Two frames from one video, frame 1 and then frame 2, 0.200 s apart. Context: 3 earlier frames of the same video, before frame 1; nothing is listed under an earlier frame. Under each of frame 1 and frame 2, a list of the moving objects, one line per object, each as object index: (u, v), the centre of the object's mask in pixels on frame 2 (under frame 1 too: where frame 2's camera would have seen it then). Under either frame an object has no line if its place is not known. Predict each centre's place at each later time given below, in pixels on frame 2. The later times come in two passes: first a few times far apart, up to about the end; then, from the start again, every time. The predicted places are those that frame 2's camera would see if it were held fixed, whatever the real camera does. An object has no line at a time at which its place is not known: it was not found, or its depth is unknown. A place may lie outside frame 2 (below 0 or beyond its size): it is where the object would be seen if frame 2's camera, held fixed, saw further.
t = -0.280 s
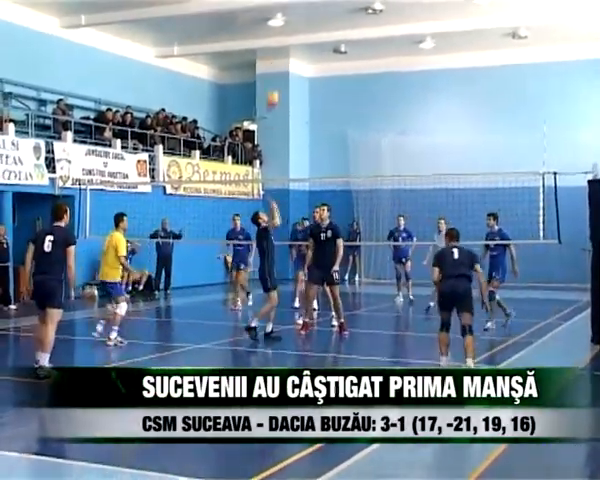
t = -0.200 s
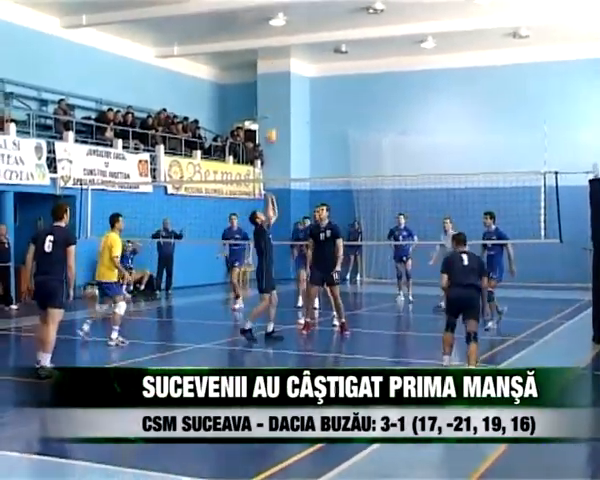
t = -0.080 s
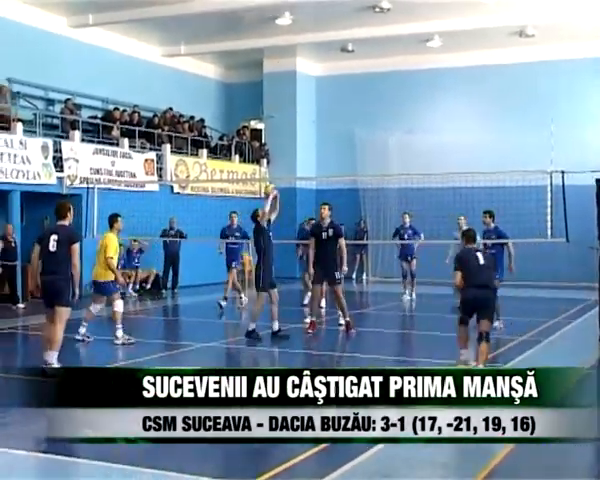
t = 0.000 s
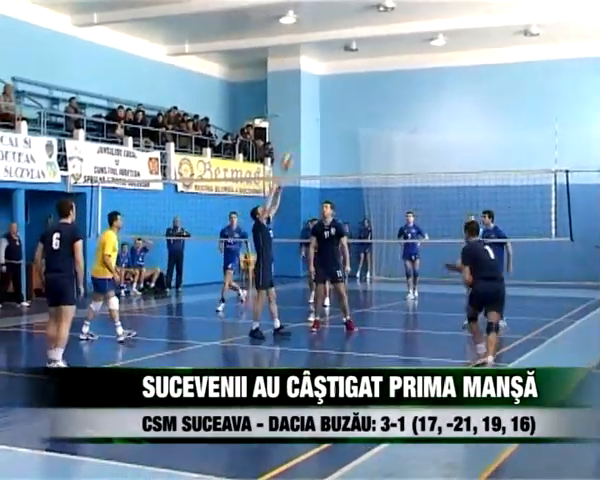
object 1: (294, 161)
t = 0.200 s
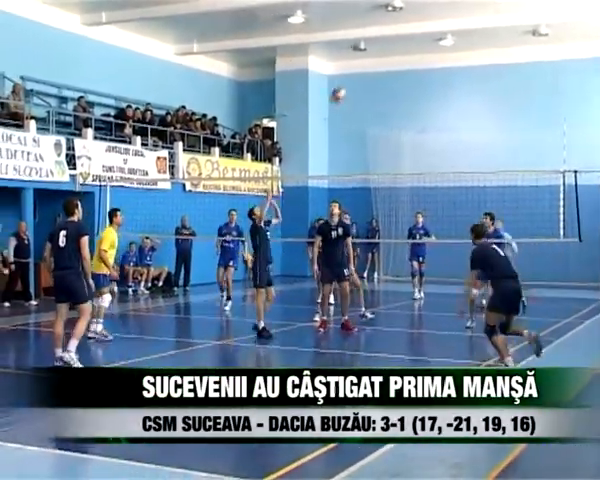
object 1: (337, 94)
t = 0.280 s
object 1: (356, 73)
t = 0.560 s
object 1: (413, 45)
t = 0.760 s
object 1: (452, 58)
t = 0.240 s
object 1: (346, 85)
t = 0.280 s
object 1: (356, 73)
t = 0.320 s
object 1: (363, 67)
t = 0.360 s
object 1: (371, 61)
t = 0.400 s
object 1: (379, 56)
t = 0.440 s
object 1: (387, 52)
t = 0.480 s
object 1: (396, 48)
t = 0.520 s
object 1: (404, 46)
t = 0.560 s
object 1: (413, 45)
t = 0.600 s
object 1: (420, 45)
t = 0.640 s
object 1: (428, 47)
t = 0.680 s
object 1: (437, 49)
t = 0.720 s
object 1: (444, 53)
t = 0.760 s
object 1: (452, 58)
